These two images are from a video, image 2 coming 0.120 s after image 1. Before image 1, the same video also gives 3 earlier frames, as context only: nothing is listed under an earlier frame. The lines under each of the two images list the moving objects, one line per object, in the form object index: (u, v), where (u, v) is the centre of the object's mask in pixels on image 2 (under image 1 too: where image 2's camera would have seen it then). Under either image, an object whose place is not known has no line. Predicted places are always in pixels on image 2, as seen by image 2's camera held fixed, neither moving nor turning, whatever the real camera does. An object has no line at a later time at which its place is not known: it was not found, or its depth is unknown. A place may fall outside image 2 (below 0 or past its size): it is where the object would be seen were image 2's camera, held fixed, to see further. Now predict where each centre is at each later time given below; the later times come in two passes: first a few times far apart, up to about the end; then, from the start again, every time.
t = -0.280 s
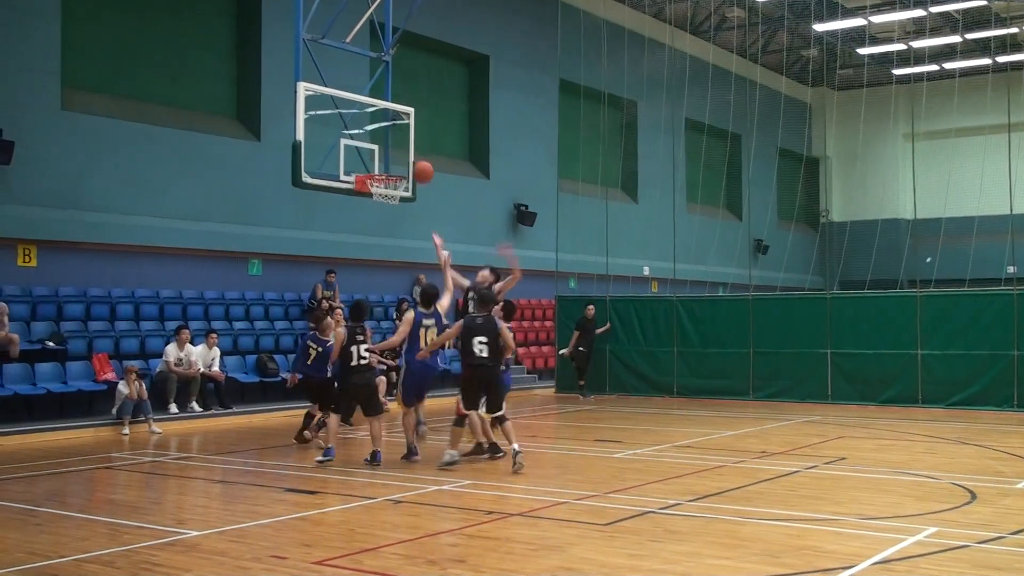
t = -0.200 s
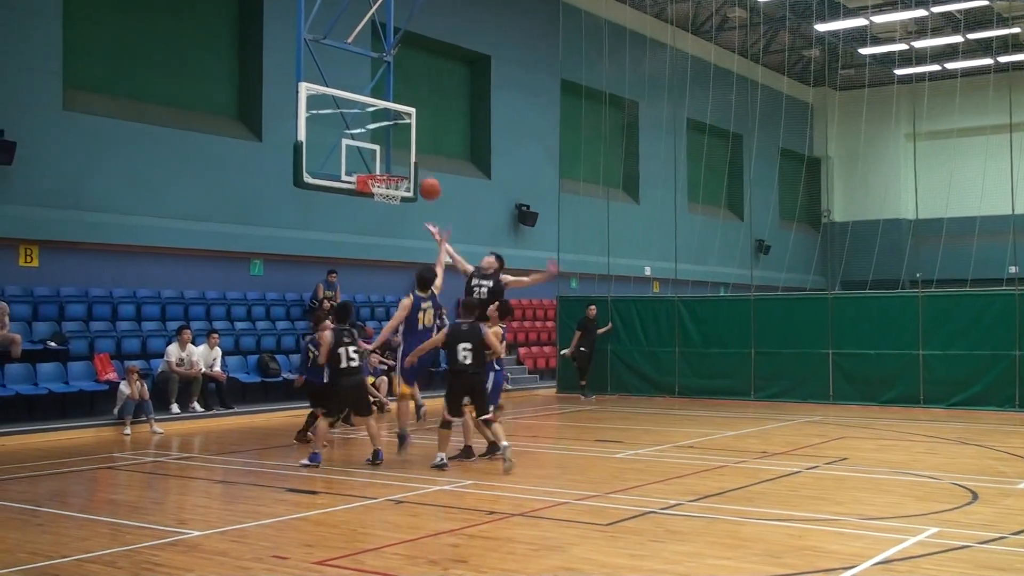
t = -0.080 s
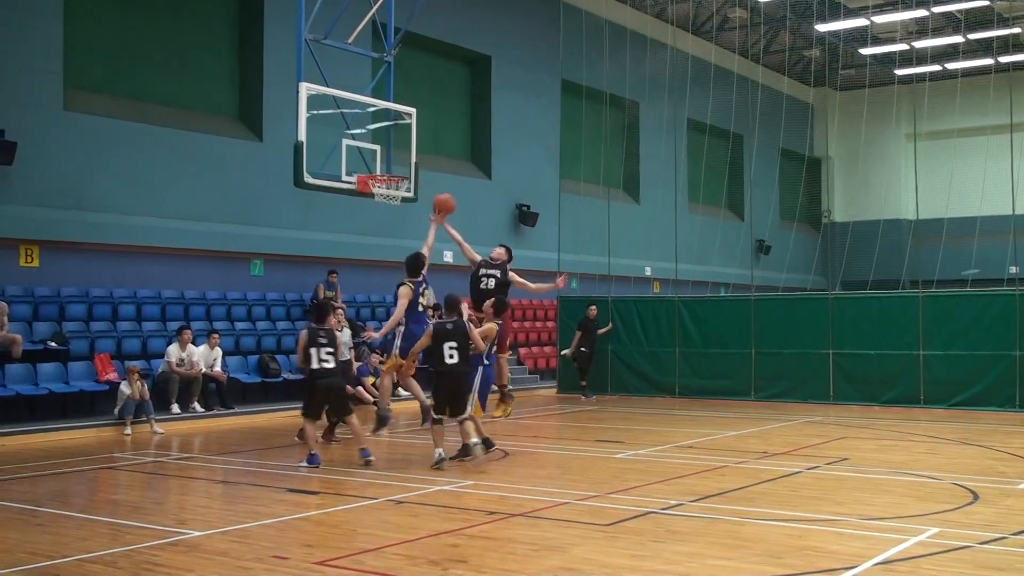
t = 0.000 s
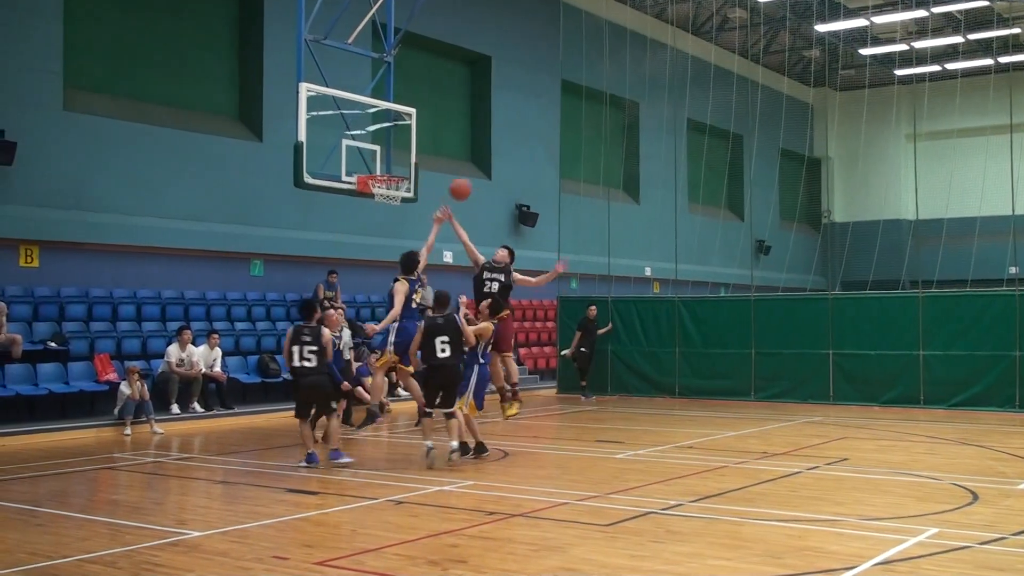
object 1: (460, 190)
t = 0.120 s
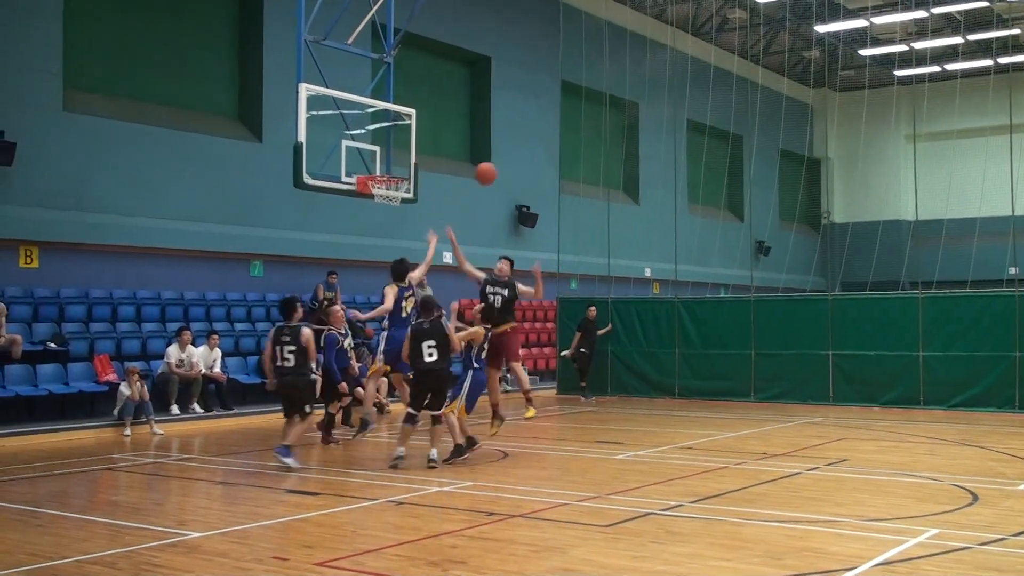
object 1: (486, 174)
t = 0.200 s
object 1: (503, 169)
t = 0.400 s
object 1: (549, 185)
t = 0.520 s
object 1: (578, 215)
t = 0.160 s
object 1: (494, 171)
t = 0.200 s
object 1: (503, 169)
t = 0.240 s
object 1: (512, 170)
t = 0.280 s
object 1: (521, 171)
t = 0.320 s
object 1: (530, 174)
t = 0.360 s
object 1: (539, 179)
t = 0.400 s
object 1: (549, 185)
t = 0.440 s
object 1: (559, 193)
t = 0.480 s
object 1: (568, 203)
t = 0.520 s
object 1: (578, 215)
